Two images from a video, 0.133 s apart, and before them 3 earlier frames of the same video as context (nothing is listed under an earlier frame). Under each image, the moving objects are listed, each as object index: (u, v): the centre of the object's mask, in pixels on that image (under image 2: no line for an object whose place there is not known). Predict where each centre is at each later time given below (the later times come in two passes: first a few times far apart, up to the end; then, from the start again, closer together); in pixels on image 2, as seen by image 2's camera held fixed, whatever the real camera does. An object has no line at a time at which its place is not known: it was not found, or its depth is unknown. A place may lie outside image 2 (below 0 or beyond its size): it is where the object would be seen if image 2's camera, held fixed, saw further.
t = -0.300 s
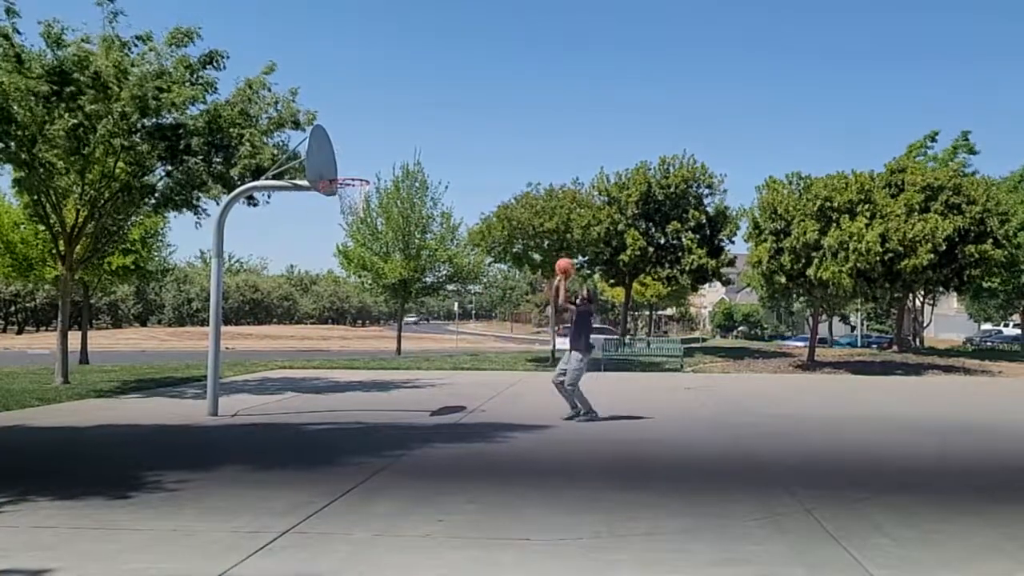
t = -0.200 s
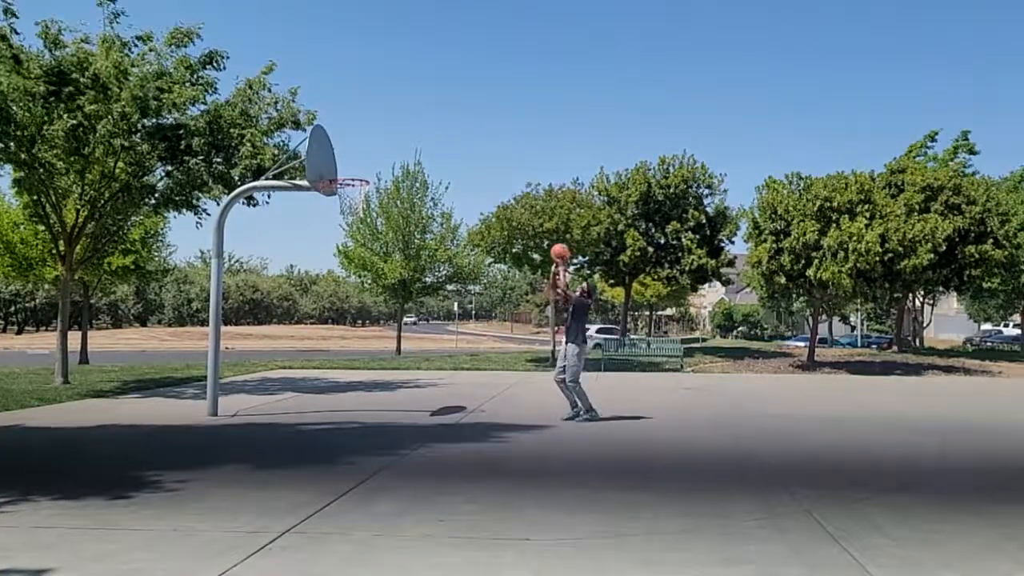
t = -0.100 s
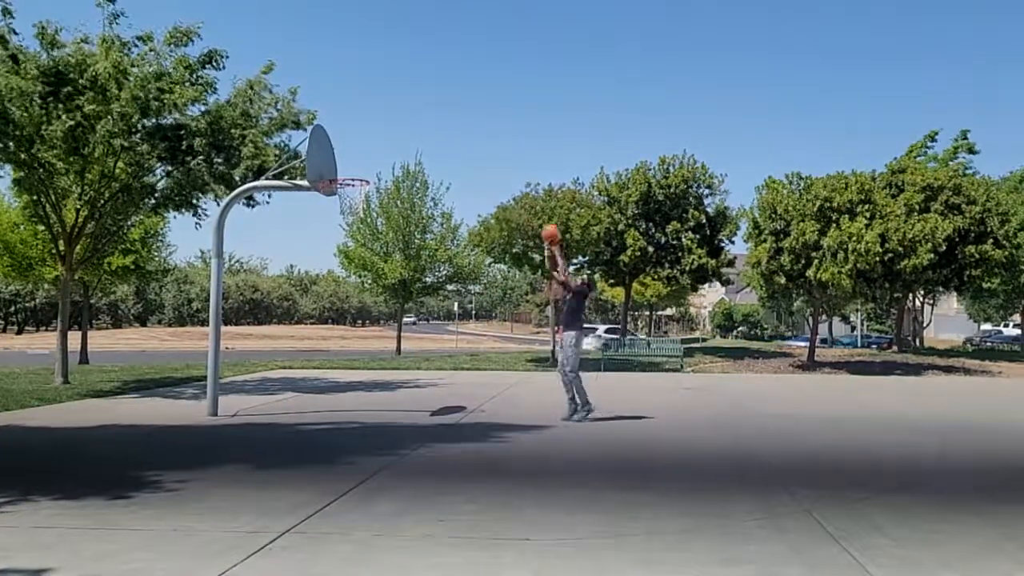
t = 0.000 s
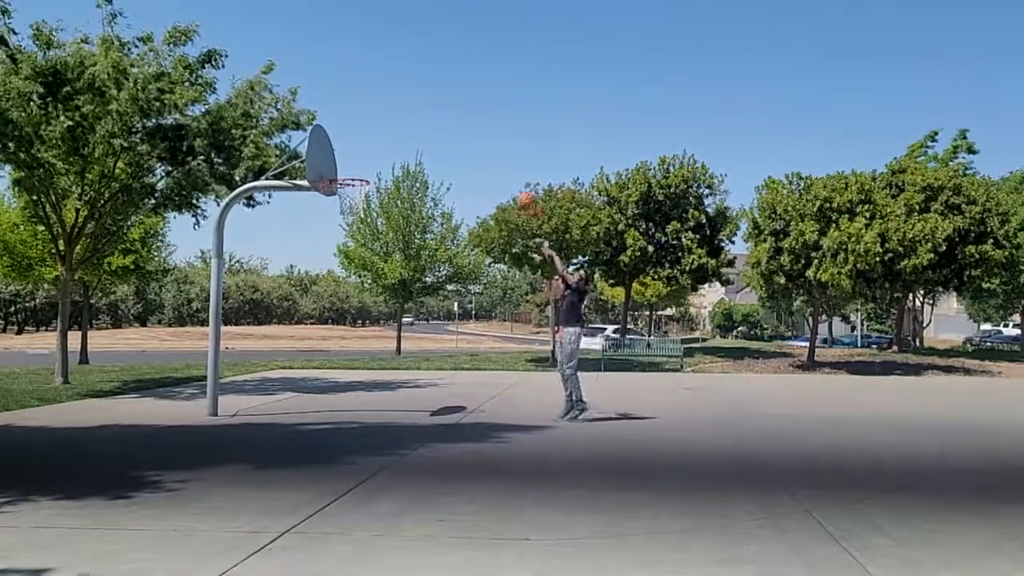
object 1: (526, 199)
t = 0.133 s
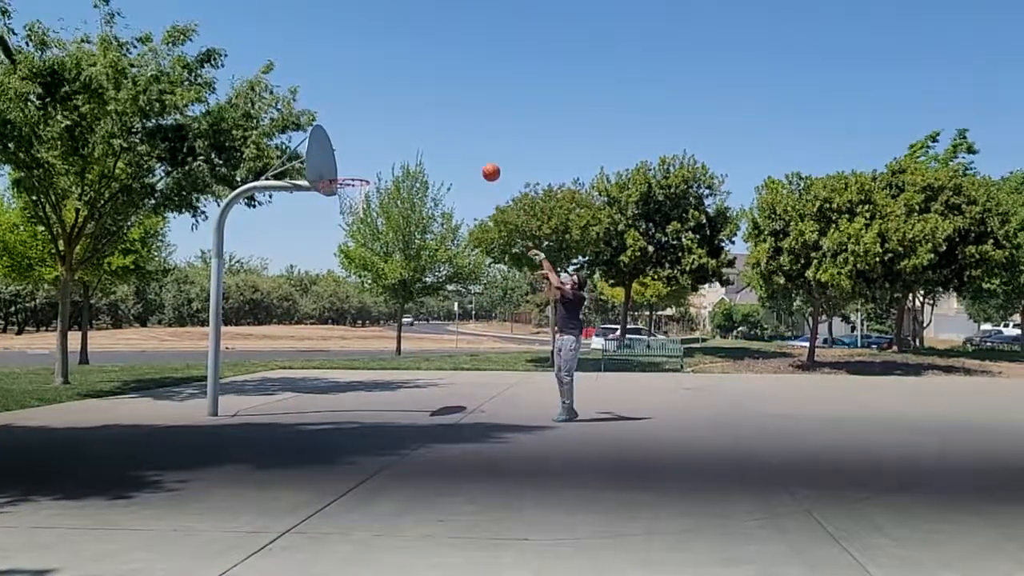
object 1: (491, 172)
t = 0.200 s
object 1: (473, 162)
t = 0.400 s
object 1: (423, 151)
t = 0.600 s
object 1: (373, 170)
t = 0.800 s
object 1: (347, 166)
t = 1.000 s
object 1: (339, 167)
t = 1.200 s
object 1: (359, 173)
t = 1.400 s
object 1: (352, 171)
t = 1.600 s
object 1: (345, 191)
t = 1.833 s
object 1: (349, 216)
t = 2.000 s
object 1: (352, 249)
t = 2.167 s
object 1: (357, 302)
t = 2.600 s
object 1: (377, 327)
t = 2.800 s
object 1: (389, 282)
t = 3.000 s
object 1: (397, 267)
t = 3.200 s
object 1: (411, 282)
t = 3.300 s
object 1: (417, 299)
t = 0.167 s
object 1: (482, 166)
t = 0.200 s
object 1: (473, 162)
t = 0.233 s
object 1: (465, 158)
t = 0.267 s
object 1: (456, 155)
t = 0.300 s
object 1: (448, 153)
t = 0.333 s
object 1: (439, 152)
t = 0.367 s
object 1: (431, 150)
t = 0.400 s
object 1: (423, 151)
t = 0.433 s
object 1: (414, 152)
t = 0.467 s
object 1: (406, 154)
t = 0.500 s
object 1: (397, 157)
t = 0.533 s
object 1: (389, 161)
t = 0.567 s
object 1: (381, 165)
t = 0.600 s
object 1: (373, 170)
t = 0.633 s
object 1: (366, 172)
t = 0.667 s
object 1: (362, 170)
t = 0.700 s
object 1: (359, 168)
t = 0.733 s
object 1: (355, 167)
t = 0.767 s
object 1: (351, 166)
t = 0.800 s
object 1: (347, 166)
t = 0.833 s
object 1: (343, 167)
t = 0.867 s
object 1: (339, 169)
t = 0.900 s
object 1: (335, 171)
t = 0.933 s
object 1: (333, 171)
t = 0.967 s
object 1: (336, 169)
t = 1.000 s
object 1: (339, 167)
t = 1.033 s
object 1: (342, 167)
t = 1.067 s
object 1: (346, 166)
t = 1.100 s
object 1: (349, 167)
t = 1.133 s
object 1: (353, 168)
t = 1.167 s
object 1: (356, 170)
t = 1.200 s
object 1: (359, 173)
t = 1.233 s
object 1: (360, 173)
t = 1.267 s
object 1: (359, 171)
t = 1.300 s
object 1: (357, 171)
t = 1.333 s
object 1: (355, 170)
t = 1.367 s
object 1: (354, 170)
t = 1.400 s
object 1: (352, 171)
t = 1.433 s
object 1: (350, 172)
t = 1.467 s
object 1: (348, 177)
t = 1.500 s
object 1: (347, 181)
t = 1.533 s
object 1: (347, 184)
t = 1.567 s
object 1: (346, 187)
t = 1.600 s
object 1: (345, 191)
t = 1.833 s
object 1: (349, 216)
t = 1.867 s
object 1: (350, 221)
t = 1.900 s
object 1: (350, 227)
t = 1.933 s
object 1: (350, 234)
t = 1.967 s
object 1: (351, 241)
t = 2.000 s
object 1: (352, 249)
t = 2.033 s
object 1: (354, 259)
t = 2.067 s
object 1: (354, 270)
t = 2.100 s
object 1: (352, 281)
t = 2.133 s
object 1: (355, 290)
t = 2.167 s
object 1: (357, 302)
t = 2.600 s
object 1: (377, 327)
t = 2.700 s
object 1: (381, 301)
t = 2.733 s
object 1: (386, 293)
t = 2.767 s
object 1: (387, 286)
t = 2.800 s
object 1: (389, 282)
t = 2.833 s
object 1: (389, 278)
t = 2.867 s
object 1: (390, 277)
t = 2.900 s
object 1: (392, 272)
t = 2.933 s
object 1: (394, 270)
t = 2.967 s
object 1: (398, 268)
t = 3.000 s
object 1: (397, 267)
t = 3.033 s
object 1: (401, 266)
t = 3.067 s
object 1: (402, 266)
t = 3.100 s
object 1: (404, 269)
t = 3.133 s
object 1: (408, 273)
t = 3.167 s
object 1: (410, 277)
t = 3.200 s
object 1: (411, 282)
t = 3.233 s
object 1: (413, 286)
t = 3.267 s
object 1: (414, 292)
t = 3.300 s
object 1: (417, 299)
